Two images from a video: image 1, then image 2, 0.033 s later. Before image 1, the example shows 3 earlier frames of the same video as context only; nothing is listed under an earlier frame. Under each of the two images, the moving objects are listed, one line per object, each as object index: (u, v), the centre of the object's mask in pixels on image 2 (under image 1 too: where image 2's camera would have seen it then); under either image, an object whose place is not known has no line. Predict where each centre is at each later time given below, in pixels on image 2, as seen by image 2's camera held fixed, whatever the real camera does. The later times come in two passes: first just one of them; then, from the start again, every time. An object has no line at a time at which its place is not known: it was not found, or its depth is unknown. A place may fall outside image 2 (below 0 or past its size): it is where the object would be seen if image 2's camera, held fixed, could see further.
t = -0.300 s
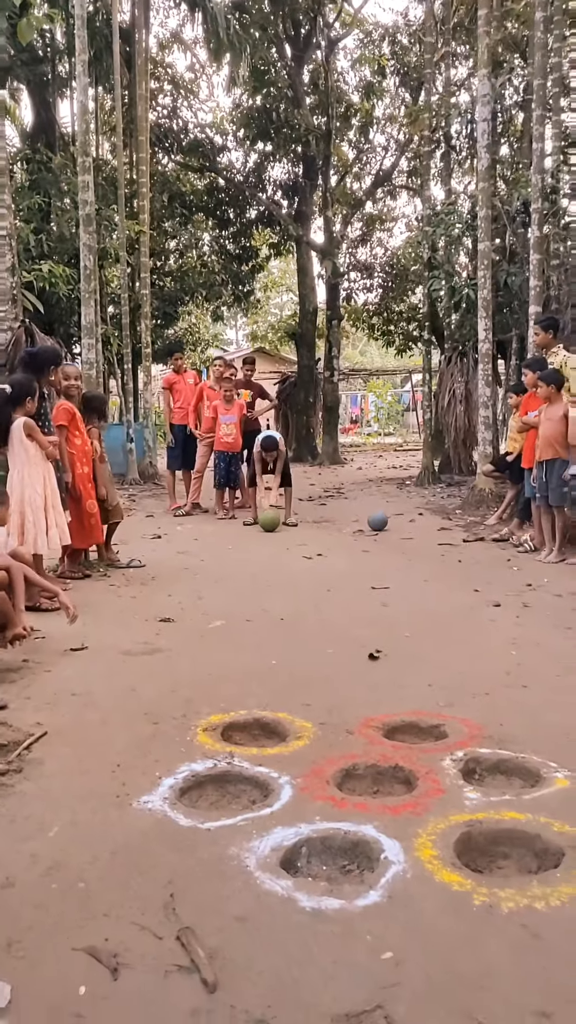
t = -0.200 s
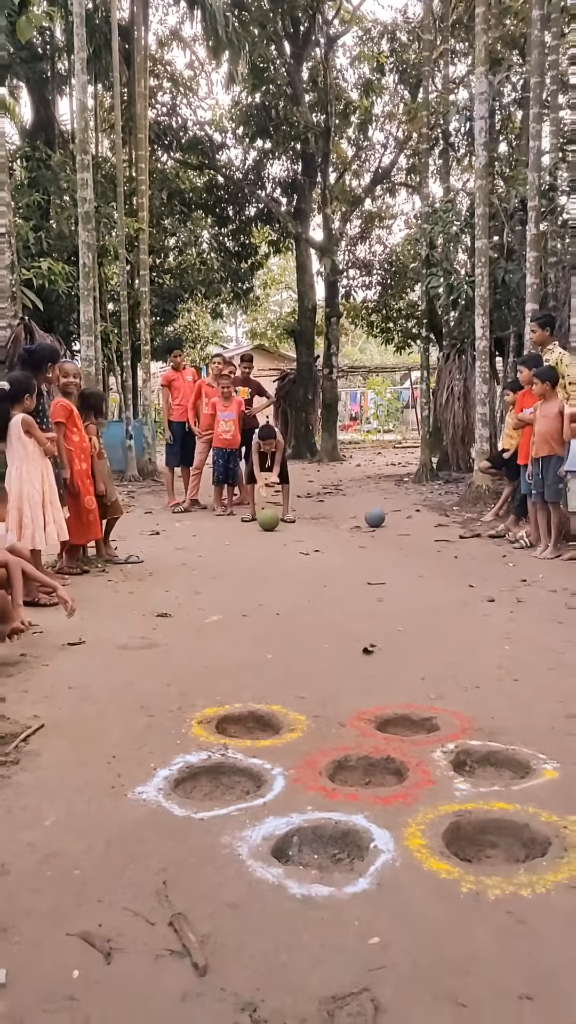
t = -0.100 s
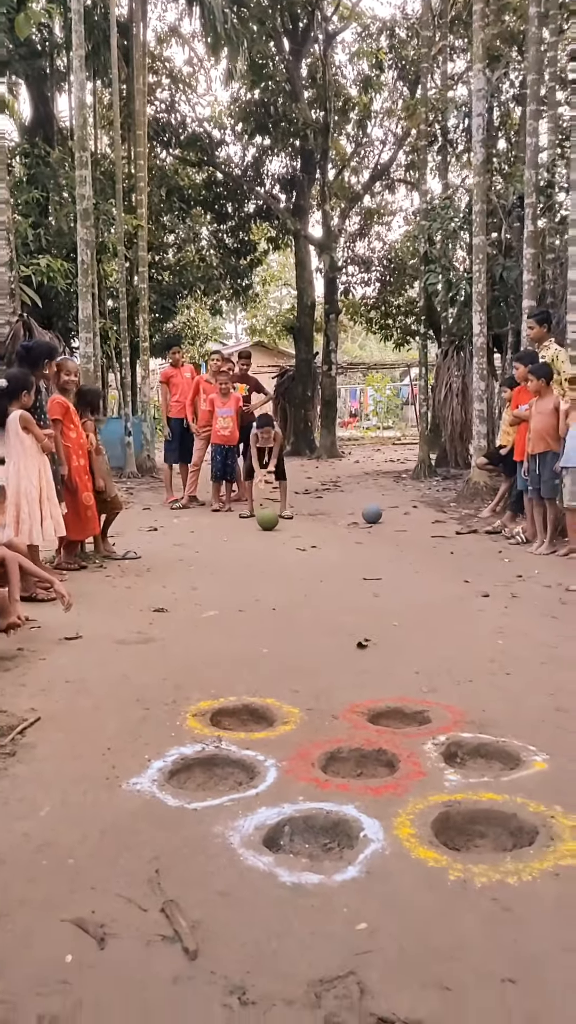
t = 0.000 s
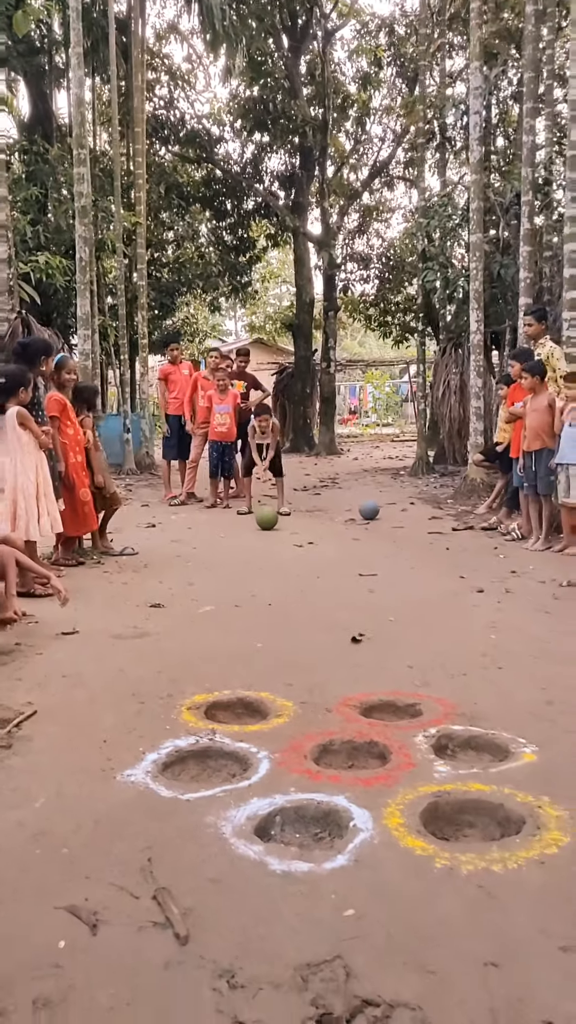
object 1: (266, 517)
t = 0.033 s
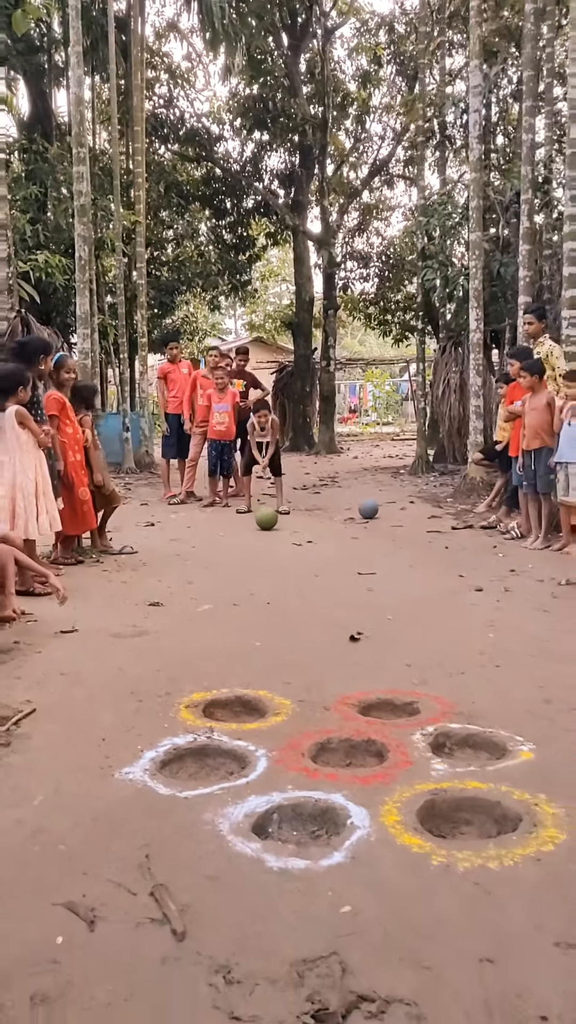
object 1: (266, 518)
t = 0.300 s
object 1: (271, 527)
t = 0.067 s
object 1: (267, 520)
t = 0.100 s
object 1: (267, 521)
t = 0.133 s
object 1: (268, 522)
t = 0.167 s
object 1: (269, 523)
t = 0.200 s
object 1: (269, 524)
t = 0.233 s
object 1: (270, 525)
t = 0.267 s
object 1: (271, 526)
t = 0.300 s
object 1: (271, 527)
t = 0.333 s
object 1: (273, 529)
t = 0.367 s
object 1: (273, 530)
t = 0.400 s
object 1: (274, 532)
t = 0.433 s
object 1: (275, 533)
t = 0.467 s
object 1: (276, 535)
